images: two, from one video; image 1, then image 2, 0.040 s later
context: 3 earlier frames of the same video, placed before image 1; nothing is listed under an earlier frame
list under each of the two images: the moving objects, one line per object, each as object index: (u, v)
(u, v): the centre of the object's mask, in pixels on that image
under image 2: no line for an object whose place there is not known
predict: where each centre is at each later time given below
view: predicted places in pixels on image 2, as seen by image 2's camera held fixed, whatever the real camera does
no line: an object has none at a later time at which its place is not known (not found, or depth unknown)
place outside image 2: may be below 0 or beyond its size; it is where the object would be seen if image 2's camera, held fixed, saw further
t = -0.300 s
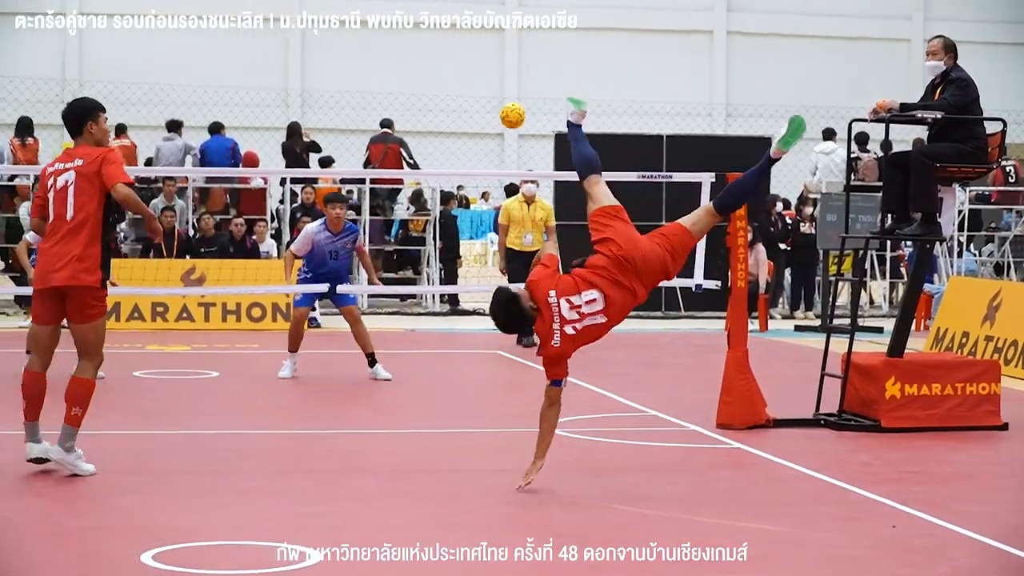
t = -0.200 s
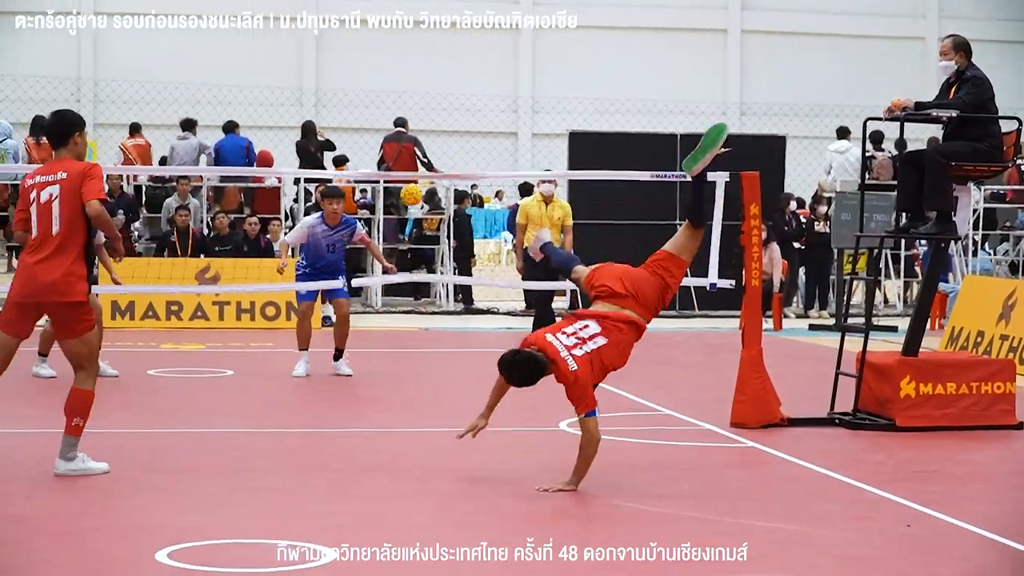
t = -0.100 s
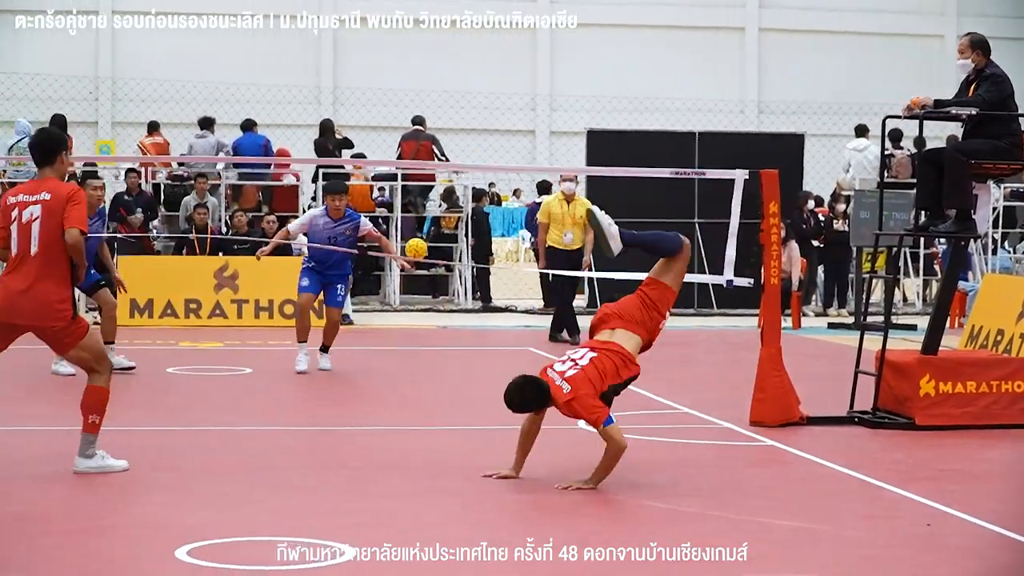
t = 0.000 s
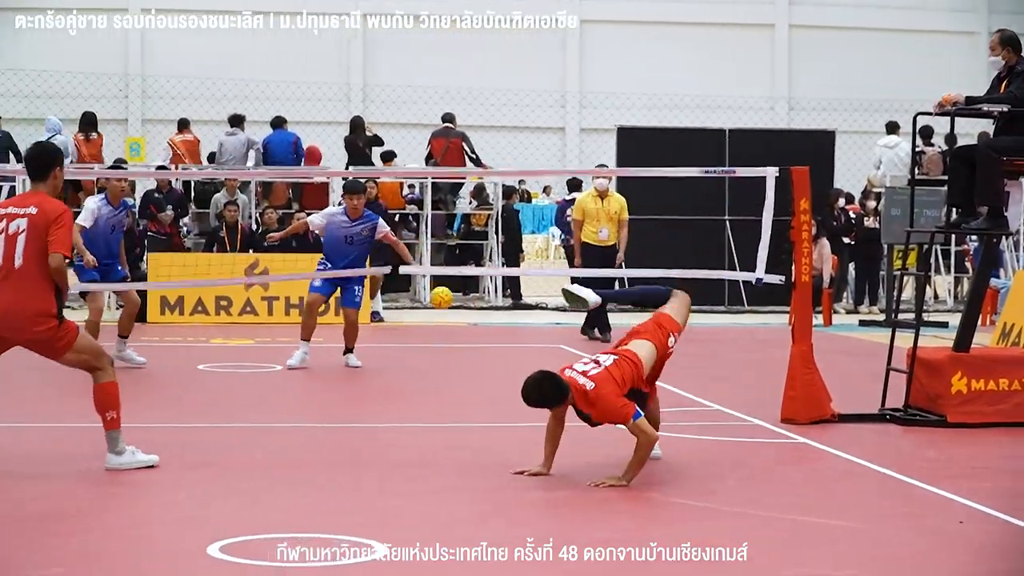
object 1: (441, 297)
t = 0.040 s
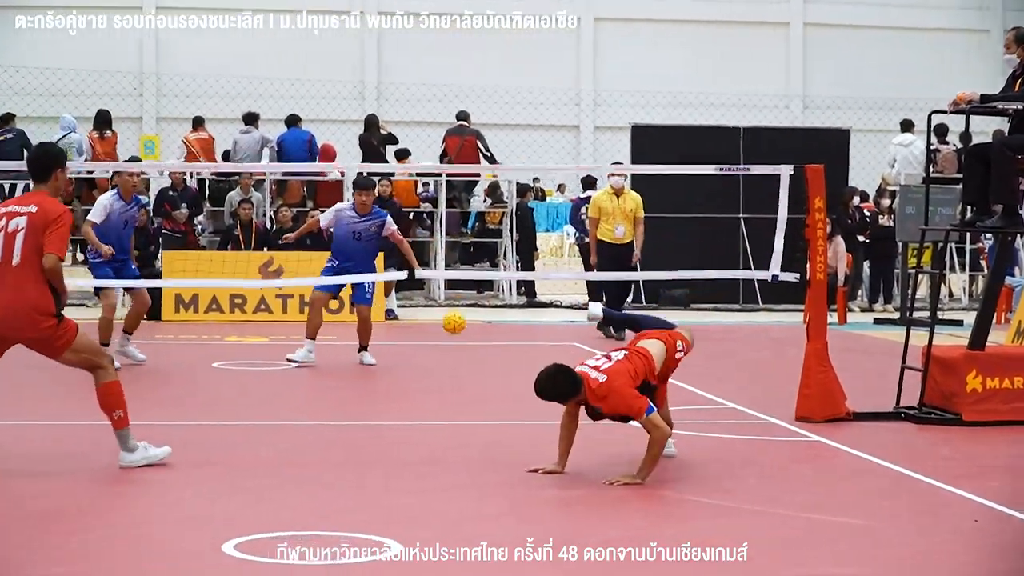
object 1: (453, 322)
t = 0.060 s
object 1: (453, 337)
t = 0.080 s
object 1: (452, 352)
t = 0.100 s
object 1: (450, 369)
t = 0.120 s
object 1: (450, 387)
